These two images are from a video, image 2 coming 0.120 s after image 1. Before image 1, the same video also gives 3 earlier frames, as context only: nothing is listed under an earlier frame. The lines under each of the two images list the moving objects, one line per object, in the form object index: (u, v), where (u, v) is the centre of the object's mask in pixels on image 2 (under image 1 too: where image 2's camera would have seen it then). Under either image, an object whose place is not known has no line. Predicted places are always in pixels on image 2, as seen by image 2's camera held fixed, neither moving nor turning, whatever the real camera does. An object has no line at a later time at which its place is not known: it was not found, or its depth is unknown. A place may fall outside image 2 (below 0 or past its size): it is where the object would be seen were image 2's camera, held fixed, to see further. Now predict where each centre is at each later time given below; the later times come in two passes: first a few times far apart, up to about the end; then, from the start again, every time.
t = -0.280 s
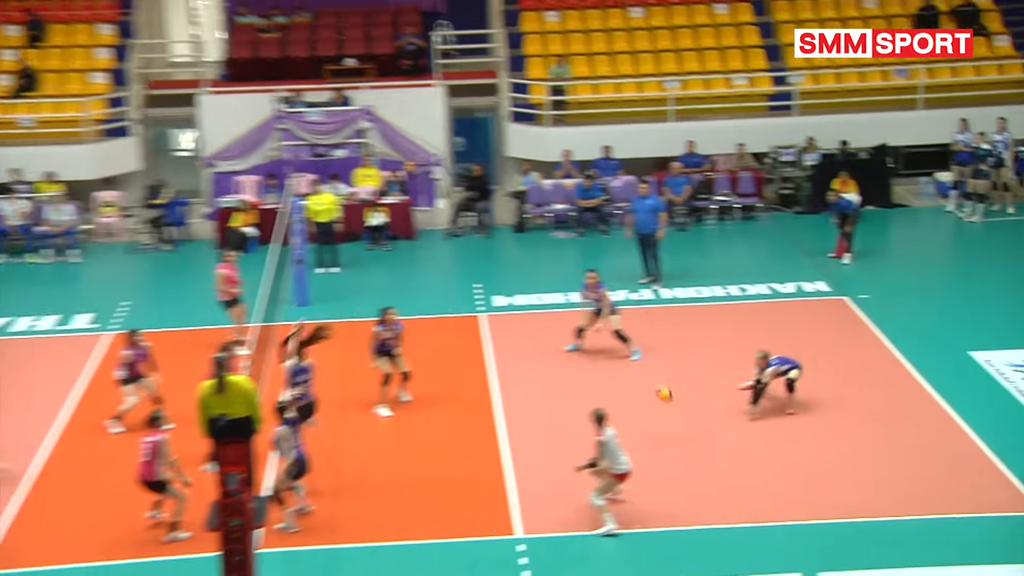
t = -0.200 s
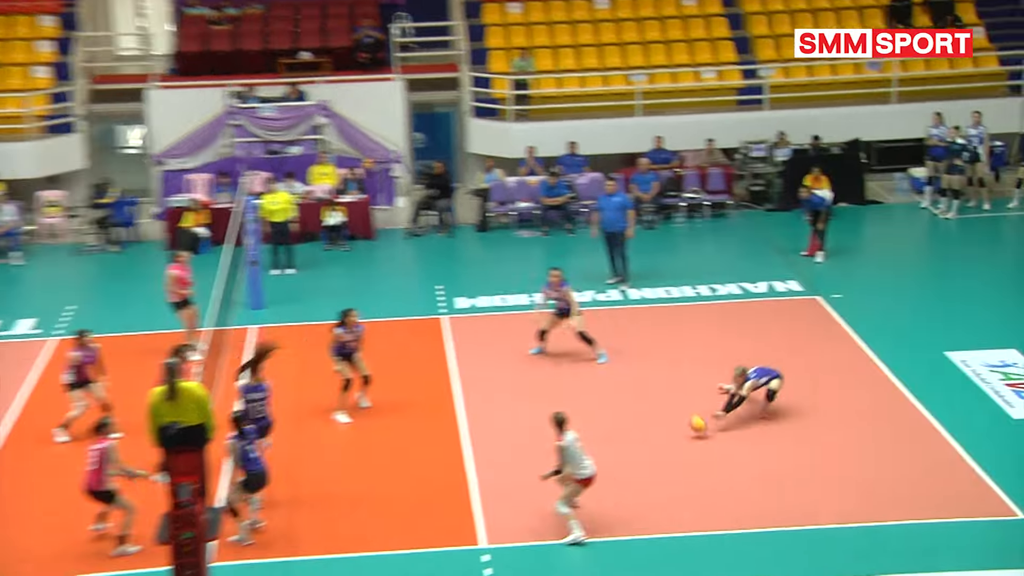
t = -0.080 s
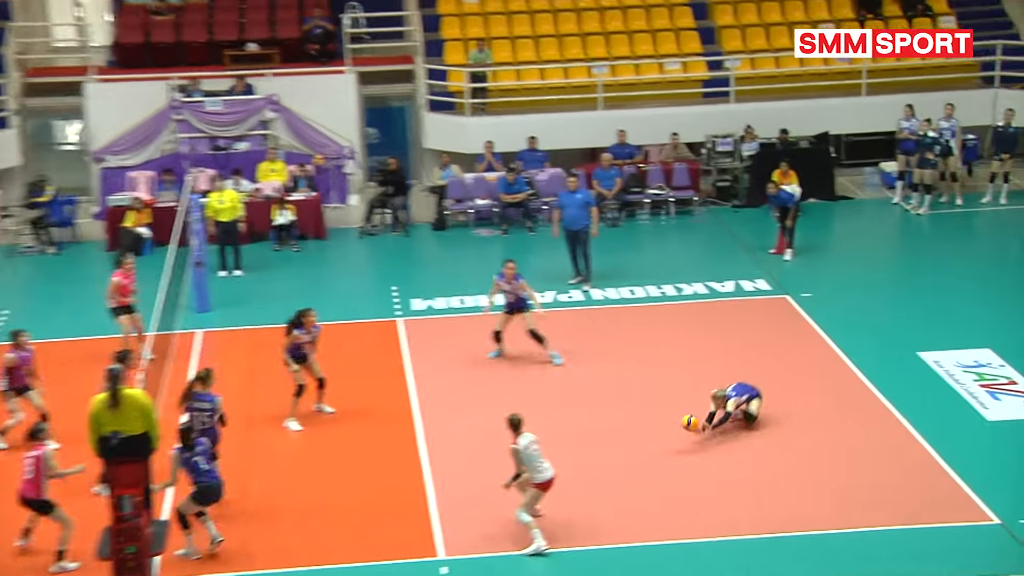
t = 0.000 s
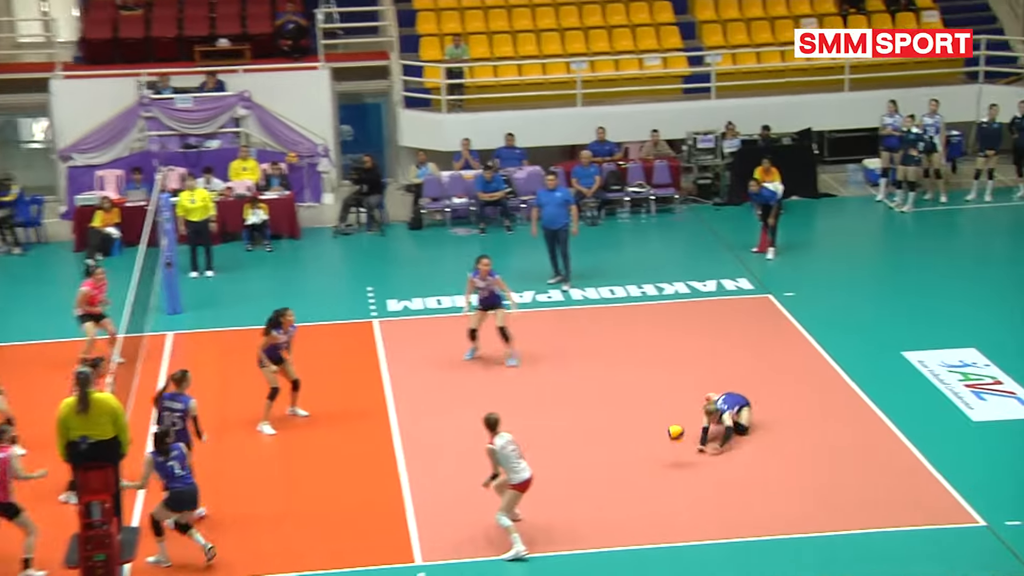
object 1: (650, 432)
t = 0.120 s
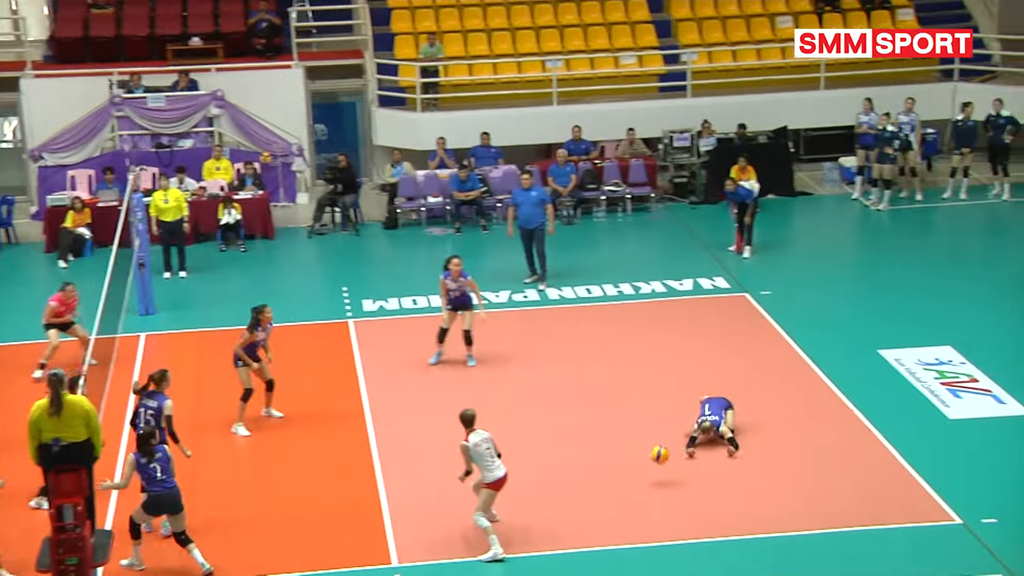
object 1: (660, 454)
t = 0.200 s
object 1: (666, 476)
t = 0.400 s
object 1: (688, 497)
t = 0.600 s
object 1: (711, 521)
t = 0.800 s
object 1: (737, 537)
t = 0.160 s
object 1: (664, 465)
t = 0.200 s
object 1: (666, 476)
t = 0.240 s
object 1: (670, 489)
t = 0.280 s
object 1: (674, 498)
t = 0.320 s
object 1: (679, 495)
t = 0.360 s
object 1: (682, 495)
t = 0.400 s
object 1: (688, 497)
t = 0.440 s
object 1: (692, 499)
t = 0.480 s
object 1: (697, 503)
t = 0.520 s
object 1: (701, 508)
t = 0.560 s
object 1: (706, 514)
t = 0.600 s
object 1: (711, 521)
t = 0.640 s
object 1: (716, 531)
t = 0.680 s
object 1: (721, 538)
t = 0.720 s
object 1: (727, 536)
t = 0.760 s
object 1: (732, 535)
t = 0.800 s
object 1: (737, 537)
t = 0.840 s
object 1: (743, 540)
